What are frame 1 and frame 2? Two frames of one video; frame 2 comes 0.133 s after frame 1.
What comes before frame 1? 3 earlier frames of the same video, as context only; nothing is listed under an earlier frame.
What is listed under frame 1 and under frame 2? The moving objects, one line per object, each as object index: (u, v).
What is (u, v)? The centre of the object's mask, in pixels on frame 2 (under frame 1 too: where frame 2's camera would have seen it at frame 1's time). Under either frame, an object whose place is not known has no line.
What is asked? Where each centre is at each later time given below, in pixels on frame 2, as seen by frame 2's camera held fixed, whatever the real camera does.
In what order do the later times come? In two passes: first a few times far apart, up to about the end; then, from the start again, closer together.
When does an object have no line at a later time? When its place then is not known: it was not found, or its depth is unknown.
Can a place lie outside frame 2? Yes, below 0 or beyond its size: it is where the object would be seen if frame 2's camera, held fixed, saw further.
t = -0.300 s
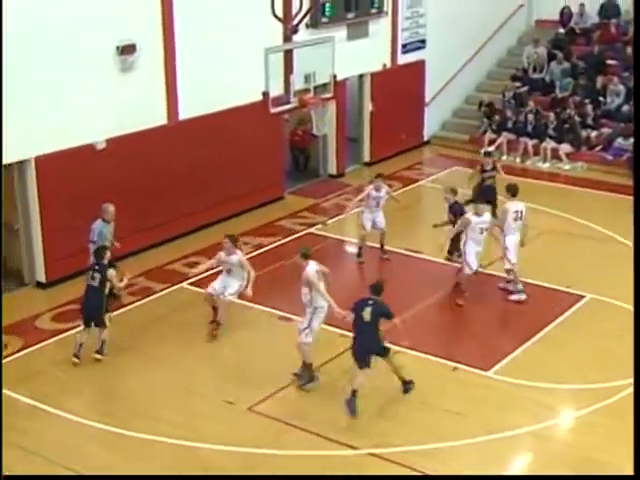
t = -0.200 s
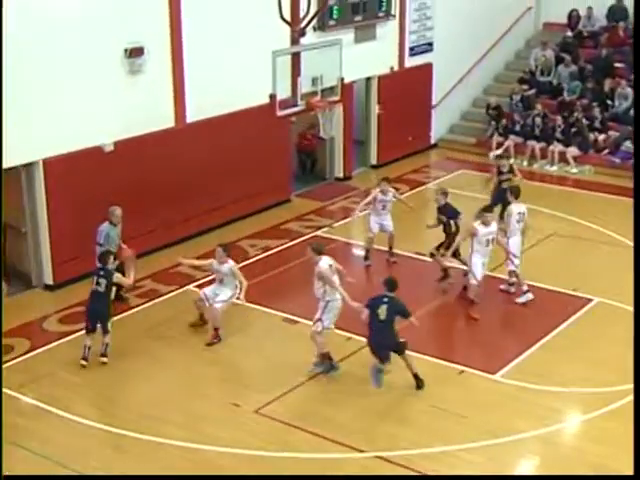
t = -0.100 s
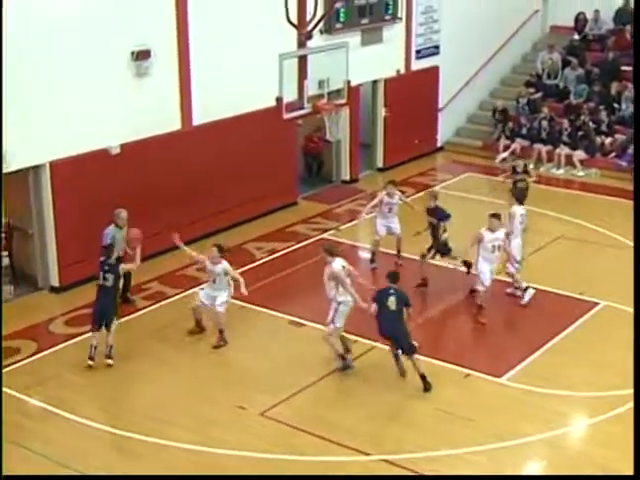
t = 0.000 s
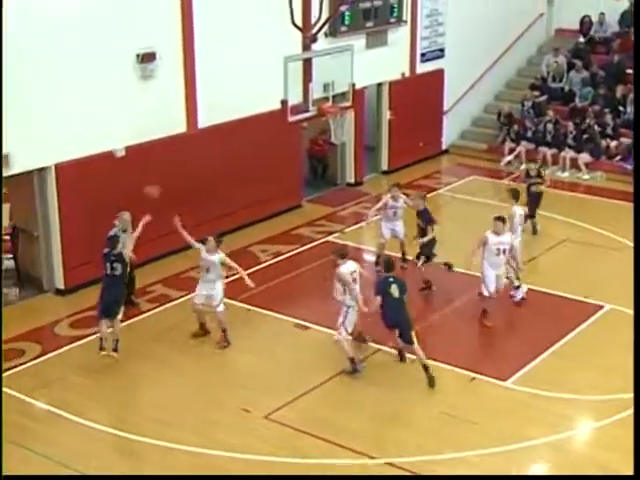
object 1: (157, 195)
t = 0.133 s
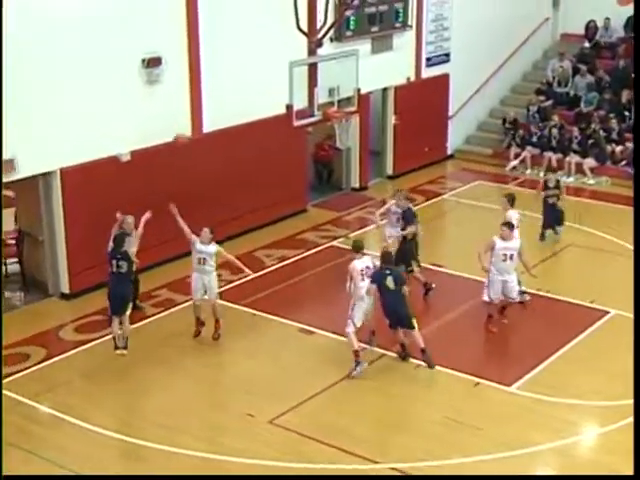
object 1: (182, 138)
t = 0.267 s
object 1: (206, 98)
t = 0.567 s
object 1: (255, 47)
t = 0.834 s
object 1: (296, 51)
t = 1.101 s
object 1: (339, 57)
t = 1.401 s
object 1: (387, 112)
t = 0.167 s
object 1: (186, 129)
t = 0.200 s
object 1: (192, 118)
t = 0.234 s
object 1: (202, 107)
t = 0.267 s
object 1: (206, 98)
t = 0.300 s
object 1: (210, 89)
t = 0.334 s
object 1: (216, 81)
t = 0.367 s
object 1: (221, 74)
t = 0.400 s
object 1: (227, 67)
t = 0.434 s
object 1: (233, 62)
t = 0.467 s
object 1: (238, 57)
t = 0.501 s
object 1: (244, 53)
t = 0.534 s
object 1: (249, 49)
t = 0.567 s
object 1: (255, 47)
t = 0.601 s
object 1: (260, 45)
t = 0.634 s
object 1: (265, 44)
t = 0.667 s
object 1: (270, 43)
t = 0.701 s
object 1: (275, 43)
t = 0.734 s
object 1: (280, 44)
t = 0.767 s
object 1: (285, 46)
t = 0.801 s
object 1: (290, 48)
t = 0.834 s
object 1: (296, 51)
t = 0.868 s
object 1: (300, 53)
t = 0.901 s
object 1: (306, 52)
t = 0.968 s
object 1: (316, 51)
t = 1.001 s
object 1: (322, 51)
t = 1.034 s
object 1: (328, 52)
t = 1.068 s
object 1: (333, 55)
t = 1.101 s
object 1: (339, 57)
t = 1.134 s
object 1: (344, 61)
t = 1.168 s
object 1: (350, 65)
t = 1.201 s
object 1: (355, 69)
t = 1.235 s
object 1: (360, 75)
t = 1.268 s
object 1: (365, 81)
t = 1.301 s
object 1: (371, 87)
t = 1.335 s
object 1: (378, 95)
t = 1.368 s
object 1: (383, 103)
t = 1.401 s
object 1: (387, 112)
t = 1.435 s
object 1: (395, 120)
